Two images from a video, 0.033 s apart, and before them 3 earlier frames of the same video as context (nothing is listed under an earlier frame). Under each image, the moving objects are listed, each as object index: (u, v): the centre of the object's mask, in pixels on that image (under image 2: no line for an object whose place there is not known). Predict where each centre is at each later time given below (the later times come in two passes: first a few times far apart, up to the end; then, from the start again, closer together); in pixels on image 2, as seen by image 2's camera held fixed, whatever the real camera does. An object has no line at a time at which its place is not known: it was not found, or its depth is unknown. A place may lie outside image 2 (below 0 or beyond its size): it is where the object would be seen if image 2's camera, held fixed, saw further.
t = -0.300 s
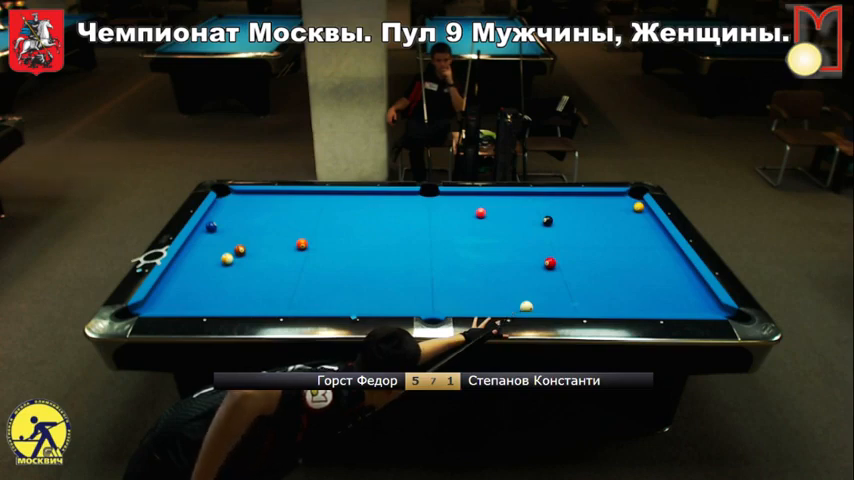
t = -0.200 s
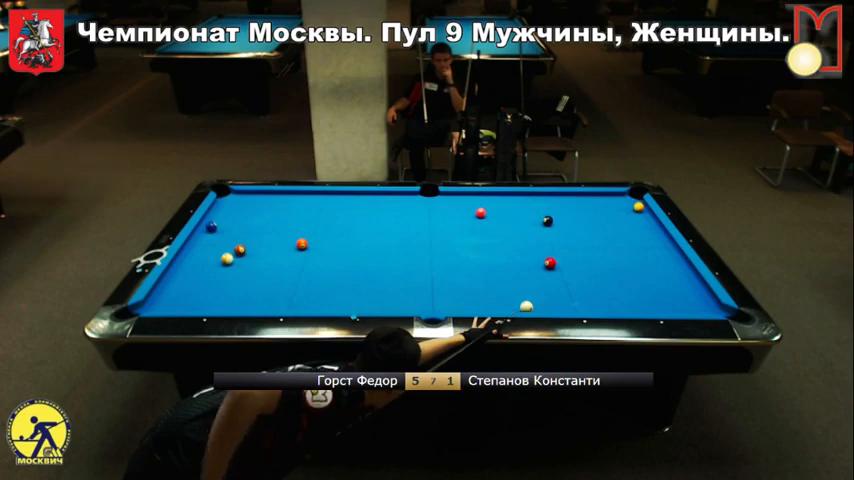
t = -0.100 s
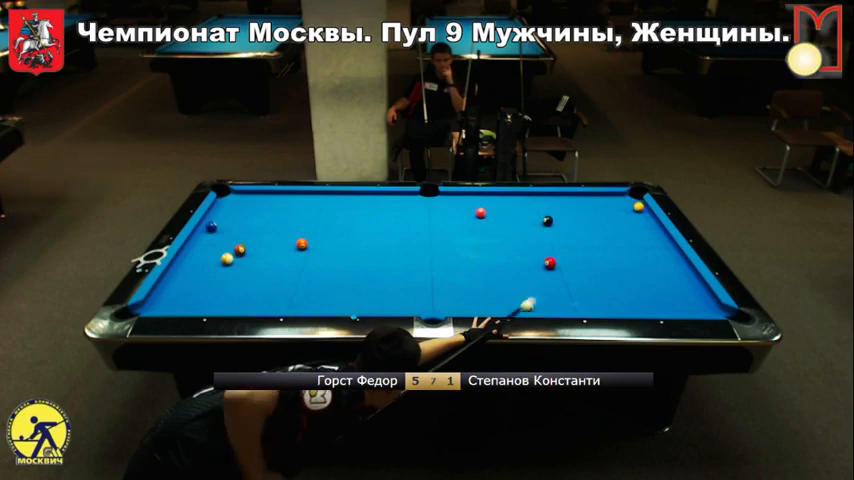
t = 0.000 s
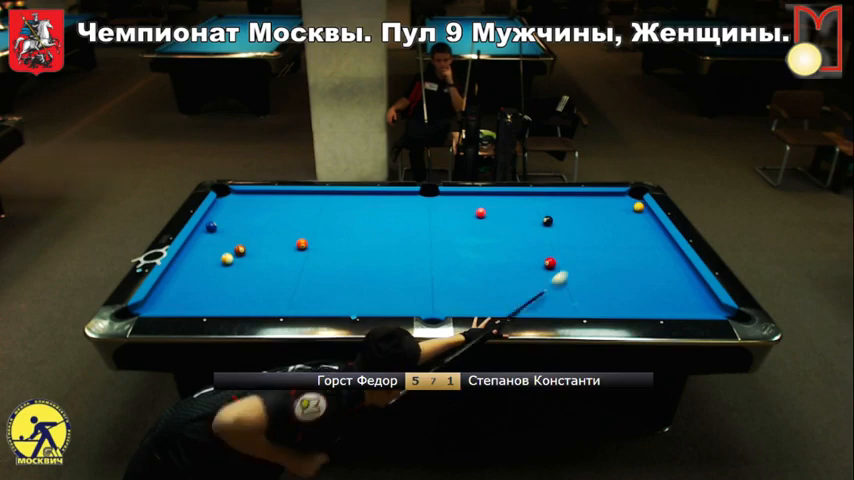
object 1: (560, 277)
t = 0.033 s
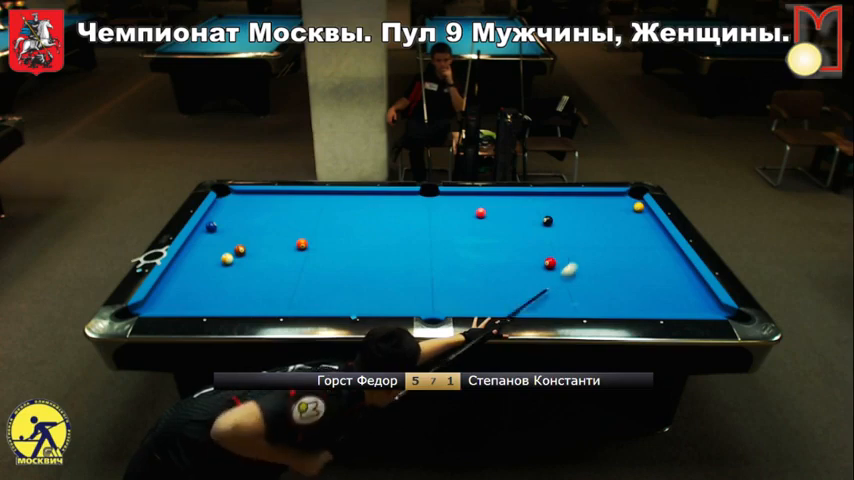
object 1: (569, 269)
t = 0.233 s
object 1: (620, 227)
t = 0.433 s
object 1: (636, 211)
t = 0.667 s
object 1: (601, 208)
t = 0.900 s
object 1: (573, 202)
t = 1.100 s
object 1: (551, 196)
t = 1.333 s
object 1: (530, 195)
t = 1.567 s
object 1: (513, 198)
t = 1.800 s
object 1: (497, 201)
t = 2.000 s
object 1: (484, 203)
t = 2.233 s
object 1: (468, 206)
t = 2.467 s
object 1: (453, 208)
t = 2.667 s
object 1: (440, 210)
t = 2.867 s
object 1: (426, 213)
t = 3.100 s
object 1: (412, 215)
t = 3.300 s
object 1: (401, 217)
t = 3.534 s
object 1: (388, 219)
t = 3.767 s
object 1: (376, 222)
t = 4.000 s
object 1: (364, 224)
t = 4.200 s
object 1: (354, 225)
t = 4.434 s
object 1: (343, 227)
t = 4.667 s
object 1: (334, 229)
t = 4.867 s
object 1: (325, 230)
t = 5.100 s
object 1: (316, 232)
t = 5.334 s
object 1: (309, 234)
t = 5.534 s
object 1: (302, 234)
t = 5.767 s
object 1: (295, 236)
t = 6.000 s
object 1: (289, 238)
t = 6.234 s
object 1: (284, 239)
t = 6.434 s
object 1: (279, 239)
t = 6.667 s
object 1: (275, 240)
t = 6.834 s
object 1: (273, 241)
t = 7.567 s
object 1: (267, 241)
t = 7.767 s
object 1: (267, 242)
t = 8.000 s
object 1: (267, 241)
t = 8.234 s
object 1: (266, 241)
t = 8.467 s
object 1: (267, 241)
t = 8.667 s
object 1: (267, 241)
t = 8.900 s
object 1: (267, 241)
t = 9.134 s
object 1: (267, 241)
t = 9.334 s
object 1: (266, 241)
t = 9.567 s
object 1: (266, 241)
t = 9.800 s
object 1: (266, 241)
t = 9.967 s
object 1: (266, 241)
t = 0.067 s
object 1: (579, 261)
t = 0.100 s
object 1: (588, 254)
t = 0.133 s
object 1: (596, 246)
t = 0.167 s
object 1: (604, 240)
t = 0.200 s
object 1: (612, 233)
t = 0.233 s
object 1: (620, 227)
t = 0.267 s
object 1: (627, 220)
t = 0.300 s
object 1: (634, 214)
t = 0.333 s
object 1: (641, 211)
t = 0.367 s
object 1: (647, 211)
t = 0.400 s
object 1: (642, 211)
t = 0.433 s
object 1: (636, 211)
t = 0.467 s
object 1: (630, 211)
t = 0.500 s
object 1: (625, 211)
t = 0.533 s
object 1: (619, 211)
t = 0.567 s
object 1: (615, 210)
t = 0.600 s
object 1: (610, 209)
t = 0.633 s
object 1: (605, 209)
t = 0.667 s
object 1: (601, 208)
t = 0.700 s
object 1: (597, 207)
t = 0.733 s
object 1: (593, 206)
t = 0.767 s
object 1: (589, 205)
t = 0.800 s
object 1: (585, 204)
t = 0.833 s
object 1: (581, 203)
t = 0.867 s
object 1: (577, 203)
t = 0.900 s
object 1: (573, 202)
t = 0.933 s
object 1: (569, 201)
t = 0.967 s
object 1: (565, 200)
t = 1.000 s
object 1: (562, 199)
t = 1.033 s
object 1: (558, 198)
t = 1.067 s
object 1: (554, 197)
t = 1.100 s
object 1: (551, 196)
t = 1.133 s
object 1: (547, 195)
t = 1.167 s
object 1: (544, 195)
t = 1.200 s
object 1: (540, 194)
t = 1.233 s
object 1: (537, 194)
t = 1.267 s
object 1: (535, 194)
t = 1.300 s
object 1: (533, 195)
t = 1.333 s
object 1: (530, 195)
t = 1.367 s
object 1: (528, 196)
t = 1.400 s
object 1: (525, 196)
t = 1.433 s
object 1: (523, 197)
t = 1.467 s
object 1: (520, 197)
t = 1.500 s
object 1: (518, 197)
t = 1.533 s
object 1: (516, 198)
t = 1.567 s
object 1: (513, 198)
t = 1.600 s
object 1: (511, 198)
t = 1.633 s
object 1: (509, 199)
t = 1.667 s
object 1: (506, 199)
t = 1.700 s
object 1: (504, 199)
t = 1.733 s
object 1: (502, 200)
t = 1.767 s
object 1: (500, 200)
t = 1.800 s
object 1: (497, 201)
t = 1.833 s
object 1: (495, 201)
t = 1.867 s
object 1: (493, 201)
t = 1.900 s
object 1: (490, 202)
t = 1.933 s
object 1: (488, 202)
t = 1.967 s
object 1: (486, 203)
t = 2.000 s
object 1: (484, 203)
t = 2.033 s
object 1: (481, 203)
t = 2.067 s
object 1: (479, 203)
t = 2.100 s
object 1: (476, 204)
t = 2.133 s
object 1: (474, 204)
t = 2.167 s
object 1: (472, 205)
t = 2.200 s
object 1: (470, 205)
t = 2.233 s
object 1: (468, 206)
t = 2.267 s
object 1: (466, 206)
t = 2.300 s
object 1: (464, 207)
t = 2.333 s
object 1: (461, 207)
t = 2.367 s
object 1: (459, 207)
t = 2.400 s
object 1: (457, 208)
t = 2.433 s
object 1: (455, 208)
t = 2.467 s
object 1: (453, 208)
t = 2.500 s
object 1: (451, 209)
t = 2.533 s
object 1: (449, 209)
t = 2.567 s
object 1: (447, 209)
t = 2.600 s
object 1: (444, 210)
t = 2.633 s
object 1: (442, 210)
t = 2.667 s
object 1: (440, 210)
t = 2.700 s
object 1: (438, 211)
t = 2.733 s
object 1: (436, 211)
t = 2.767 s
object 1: (434, 212)
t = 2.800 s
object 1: (430, 213)
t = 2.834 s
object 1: (428, 213)
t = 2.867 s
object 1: (426, 213)
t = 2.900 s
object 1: (424, 213)
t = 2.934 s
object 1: (422, 214)
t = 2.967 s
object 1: (420, 214)
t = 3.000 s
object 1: (418, 214)
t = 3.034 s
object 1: (416, 214)
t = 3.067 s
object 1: (414, 215)
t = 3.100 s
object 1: (412, 215)
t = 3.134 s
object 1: (410, 215)
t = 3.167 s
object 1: (408, 216)
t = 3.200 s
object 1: (406, 216)
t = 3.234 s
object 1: (405, 216)
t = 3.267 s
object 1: (402, 217)
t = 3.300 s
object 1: (401, 217)
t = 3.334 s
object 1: (399, 217)
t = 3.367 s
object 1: (397, 218)
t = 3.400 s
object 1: (395, 218)
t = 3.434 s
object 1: (393, 219)
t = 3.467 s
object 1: (391, 219)
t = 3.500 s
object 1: (390, 219)
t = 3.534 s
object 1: (388, 219)
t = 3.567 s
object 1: (386, 220)
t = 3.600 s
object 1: (384, 220)
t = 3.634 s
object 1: (382, 220)
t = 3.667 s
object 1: (381, 221)
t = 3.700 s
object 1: (379, 221)
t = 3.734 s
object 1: (377, 221)
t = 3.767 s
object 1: (376, 222)
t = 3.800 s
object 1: (374, 222)
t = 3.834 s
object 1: (372, 222)
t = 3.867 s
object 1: (370, 222)
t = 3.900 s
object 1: (369, 223)
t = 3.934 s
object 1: (367, 223)
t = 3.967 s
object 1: (365, 223)
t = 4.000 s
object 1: (364, 224)
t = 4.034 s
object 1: (362, 224)
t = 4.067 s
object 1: (361, 224)
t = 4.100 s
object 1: (359, 225)
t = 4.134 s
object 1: (357, 225)
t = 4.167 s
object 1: (356, 225)
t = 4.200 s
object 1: (354, 225)
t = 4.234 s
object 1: (353, 226)
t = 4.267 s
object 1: (351, 226)
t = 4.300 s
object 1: (350, 226)
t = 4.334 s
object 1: (348, 227)
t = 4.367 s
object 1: (347, 227)
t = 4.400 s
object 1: (345, 227)
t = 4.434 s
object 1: (343, 227)
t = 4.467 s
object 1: (342, 228)
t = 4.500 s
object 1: (341, 228)
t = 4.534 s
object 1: (339, 228)
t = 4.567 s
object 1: (338, 228)
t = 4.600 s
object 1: (336, 229)
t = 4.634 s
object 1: (335, 229)
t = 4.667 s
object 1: (334, 229)
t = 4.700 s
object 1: (332, 229)
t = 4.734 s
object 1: (331, 229)
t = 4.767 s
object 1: (329, 230)
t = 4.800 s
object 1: (328, 230)
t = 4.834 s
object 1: (327, 230)
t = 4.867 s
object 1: (325, 230)
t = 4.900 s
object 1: (324, 231)
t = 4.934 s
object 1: (323, 231)
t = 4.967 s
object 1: (321, 231)
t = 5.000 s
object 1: (320, 232)
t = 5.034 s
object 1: (319, 232)
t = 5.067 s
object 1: (318, 232)
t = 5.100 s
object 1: (316, 232)
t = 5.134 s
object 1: (316, 232)
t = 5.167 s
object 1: (314, 233)
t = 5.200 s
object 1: (313, 233)
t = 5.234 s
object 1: (312, 233)
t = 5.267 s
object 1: (311, 233)
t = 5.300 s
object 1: (309, 233)
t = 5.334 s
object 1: (309, 234)
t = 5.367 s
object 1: (307, 234)
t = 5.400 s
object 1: (306, 234)
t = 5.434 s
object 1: (305, 234)
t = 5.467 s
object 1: (304, 234)
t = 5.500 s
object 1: (303, 234)
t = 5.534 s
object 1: (302, 234)
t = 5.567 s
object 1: (301, 234)
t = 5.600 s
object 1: (300, 235)
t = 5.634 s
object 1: (299, 235)
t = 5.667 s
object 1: (297, 235)
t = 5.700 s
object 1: (296, 235)
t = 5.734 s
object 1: (296, 235)
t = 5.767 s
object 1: (295, 236)
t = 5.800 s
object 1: (293, 236)
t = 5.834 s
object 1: (293, 237)
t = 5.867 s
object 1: (292, 237)
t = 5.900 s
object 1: (291, 237)
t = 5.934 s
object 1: (290, 237)
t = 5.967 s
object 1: (290, 237)
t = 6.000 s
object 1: (289, 238)
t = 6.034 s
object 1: (288, 238)
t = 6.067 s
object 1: (287, 238)
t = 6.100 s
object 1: (286, 238)
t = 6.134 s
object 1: (285, 238)
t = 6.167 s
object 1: (285, 239)
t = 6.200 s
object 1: (284, 239)
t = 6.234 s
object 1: (284, 239)
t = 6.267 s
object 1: (283, 239)
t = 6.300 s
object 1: (282, 239)
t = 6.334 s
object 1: (281, 239)
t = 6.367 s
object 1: (281, 239)
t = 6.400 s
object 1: (280, 240)
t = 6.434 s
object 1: (279, 239)
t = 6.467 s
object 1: (279, 240)
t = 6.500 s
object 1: (278, 240)
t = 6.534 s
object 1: (278, 240)
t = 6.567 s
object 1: (277, 240)
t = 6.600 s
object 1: (277, 240)
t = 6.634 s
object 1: (276, 240)
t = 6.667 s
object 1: (275, 240)
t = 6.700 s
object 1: (275, 240)
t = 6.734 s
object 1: (275, 241)
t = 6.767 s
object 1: (274, 241)
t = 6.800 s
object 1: (274, 241)
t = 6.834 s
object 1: (273, 241)
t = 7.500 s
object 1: (267, 242)
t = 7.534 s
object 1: (267, 242)
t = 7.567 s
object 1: (267, 241)
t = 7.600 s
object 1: (267, 242)
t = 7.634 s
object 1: (267, 241)
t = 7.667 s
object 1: (267, 241)
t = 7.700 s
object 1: (267, 242)
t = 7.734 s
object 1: (267, 241)
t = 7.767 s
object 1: (267, 242)
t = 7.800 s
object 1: (267, 241)
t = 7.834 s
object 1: (267, 241)
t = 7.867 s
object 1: (267, 241)
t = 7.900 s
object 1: (267, 241)
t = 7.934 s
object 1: (267, 241)
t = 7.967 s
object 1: (267, 242)
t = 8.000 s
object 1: (267, 241)
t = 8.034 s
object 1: (267, 242)
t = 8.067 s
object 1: (267, 242)
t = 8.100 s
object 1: (267, 242)
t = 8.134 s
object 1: (267, 241)
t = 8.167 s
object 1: (267, 241)
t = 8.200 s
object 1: (267, 241)
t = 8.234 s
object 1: (266, 241)
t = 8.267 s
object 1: (266, 241)
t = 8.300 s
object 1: (267, 241)
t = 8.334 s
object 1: (267, 241)
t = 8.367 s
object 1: (267, 241)
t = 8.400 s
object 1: (267, 241)
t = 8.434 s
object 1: (267, 241)
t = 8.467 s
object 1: (267, 241)
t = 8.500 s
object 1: (267, 241)
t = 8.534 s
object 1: (267, 241)
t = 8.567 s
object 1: (267, 241)
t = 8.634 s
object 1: (267, 241)
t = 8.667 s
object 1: (267, 241)
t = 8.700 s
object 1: (267, 241)
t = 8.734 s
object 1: (267, 241)
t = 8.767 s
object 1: (267, 241)
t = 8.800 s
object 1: (267, 241)
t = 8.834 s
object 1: (267, 241)
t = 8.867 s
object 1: (267, 241)
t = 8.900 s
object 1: (267, 241)
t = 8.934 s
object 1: (267, 241)
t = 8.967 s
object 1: (267, 241)
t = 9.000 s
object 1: (267, 241)
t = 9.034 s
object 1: (267, 241)
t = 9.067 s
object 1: (267, 241)
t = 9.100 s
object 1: (266, 241)
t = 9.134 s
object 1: (267, 241)
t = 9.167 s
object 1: (267, 241)
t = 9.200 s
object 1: (267, 241)
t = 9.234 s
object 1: (266, 241)
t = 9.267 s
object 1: (267, 241)
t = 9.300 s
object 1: (266, 241)
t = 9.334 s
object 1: (266, 241)
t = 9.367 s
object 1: (266, 241)
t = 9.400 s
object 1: (266, 241)
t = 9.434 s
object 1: (266, 241)
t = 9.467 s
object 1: (266, 241)
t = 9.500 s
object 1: (266, 241)
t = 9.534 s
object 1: (266, 241)
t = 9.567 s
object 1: (266, 241)
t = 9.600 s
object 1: (266, 241)
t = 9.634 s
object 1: (266, 241)
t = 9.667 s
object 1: (266, 241)
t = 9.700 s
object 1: (266, 241)
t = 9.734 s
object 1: (266, 241)
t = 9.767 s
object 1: (266, 241)
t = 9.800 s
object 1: (266, 241)
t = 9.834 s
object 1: (266, 241)
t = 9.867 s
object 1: (266, 241)
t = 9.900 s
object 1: (266, 241)
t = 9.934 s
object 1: (266, 241)
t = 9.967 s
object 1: (266, 241)
